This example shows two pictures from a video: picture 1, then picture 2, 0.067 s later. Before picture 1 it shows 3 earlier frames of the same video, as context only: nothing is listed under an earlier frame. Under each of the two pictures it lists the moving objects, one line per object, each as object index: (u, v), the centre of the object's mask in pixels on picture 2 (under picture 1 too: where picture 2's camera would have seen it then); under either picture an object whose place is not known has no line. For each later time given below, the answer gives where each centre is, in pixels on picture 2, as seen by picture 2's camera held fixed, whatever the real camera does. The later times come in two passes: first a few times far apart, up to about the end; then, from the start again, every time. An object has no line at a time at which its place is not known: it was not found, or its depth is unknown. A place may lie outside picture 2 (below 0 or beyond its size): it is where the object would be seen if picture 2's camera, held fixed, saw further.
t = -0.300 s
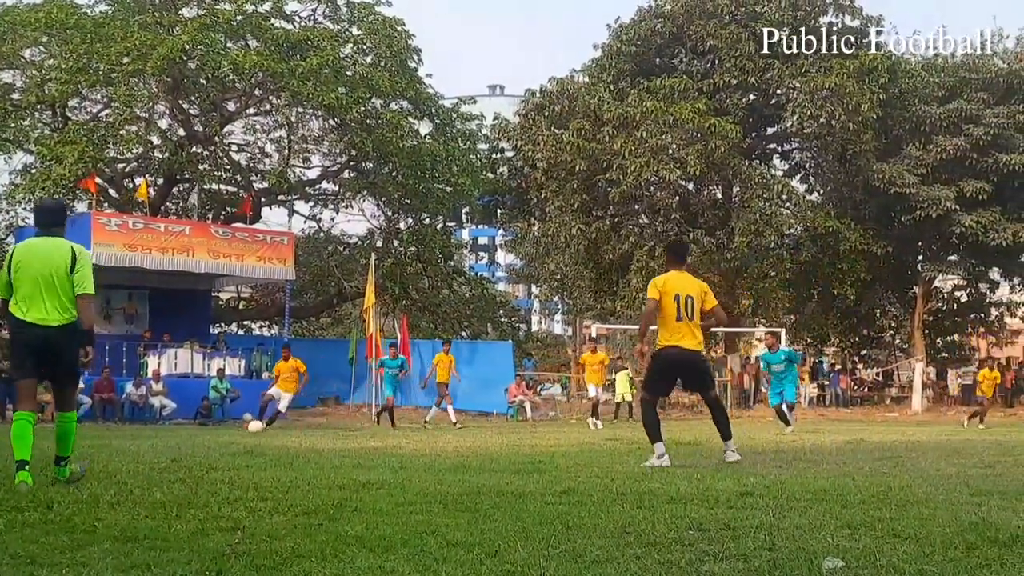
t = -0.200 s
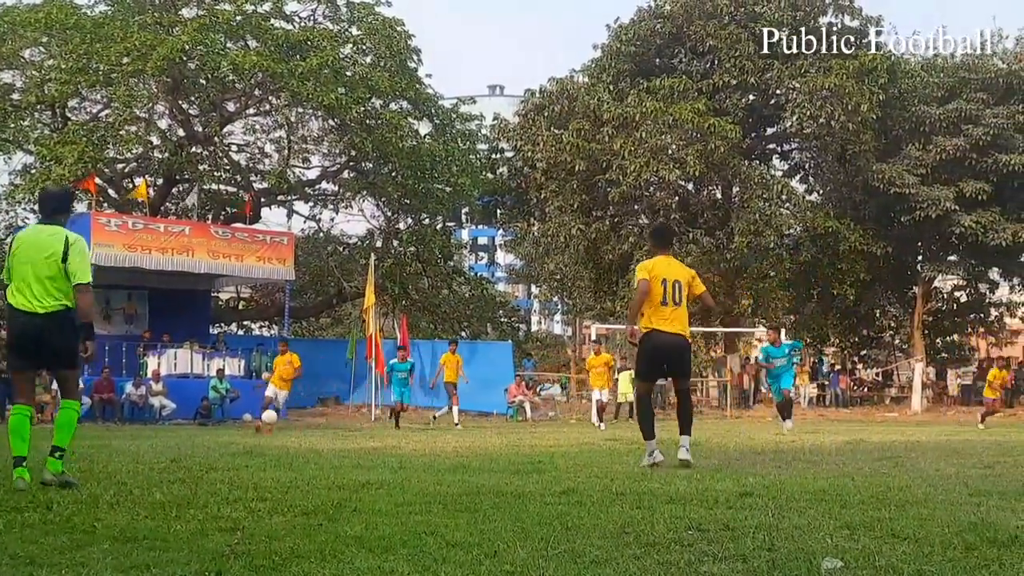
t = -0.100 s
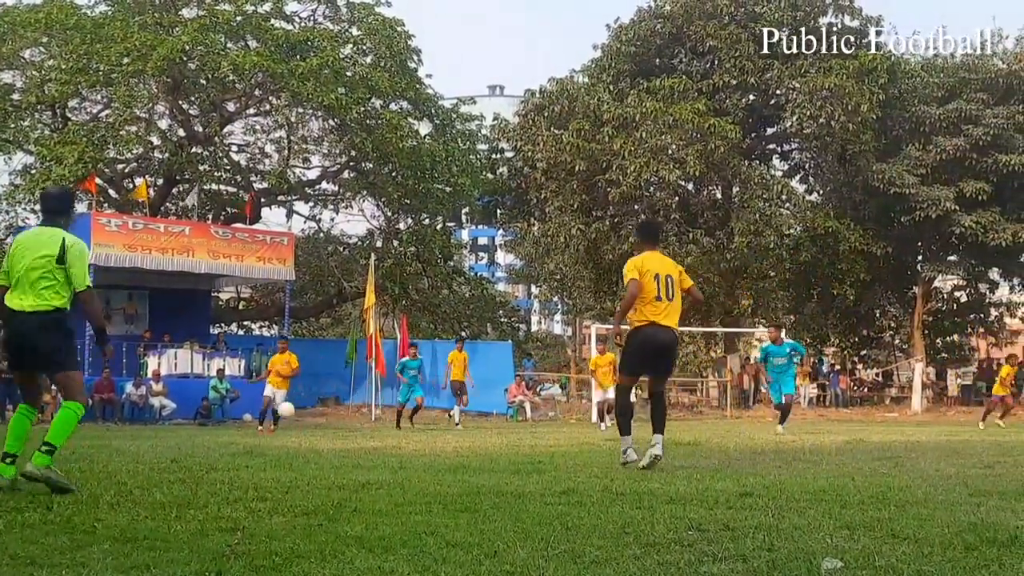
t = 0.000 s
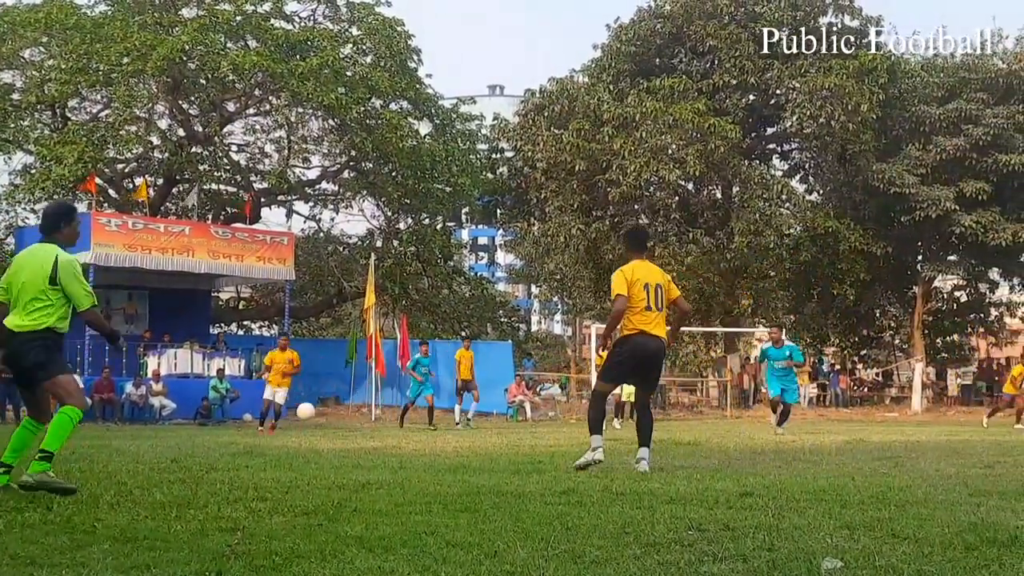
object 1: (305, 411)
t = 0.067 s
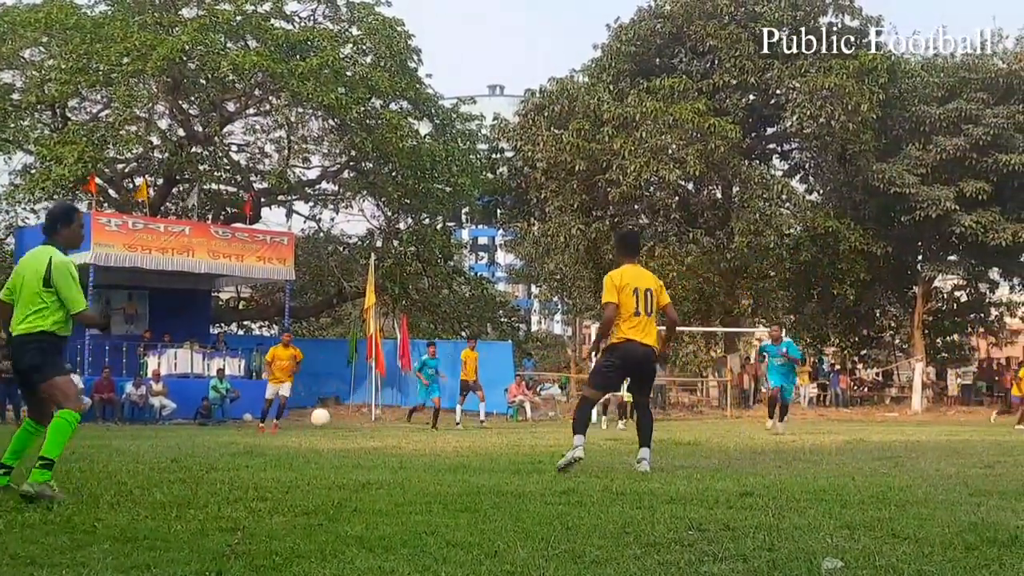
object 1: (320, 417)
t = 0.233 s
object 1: (357, 419)
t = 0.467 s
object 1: (413, 415)
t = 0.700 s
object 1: (483, 437)
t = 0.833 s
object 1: (527, 432)
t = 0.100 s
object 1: (328, 422)
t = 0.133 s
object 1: (336, 429)
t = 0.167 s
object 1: (344, 432)
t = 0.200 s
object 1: (350, 425)
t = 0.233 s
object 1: (357, 419)
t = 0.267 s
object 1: (364, 415)
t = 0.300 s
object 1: (371, 412)
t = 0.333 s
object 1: (379, 410)
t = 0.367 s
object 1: (386, 409)
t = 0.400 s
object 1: (395, 409)
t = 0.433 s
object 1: (404, 412)
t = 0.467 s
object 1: (413, 415)
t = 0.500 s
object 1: (422, 419)
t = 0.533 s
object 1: (433, 426)
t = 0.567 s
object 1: (443, 434)
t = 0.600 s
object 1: (454, 444)
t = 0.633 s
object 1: (465, 448)
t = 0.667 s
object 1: (474, 442)
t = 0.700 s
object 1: (483, 437)
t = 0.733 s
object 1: (493, 433)
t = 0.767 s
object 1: (504, 430)
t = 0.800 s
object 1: (515, 431)
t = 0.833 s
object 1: (527, 432)
